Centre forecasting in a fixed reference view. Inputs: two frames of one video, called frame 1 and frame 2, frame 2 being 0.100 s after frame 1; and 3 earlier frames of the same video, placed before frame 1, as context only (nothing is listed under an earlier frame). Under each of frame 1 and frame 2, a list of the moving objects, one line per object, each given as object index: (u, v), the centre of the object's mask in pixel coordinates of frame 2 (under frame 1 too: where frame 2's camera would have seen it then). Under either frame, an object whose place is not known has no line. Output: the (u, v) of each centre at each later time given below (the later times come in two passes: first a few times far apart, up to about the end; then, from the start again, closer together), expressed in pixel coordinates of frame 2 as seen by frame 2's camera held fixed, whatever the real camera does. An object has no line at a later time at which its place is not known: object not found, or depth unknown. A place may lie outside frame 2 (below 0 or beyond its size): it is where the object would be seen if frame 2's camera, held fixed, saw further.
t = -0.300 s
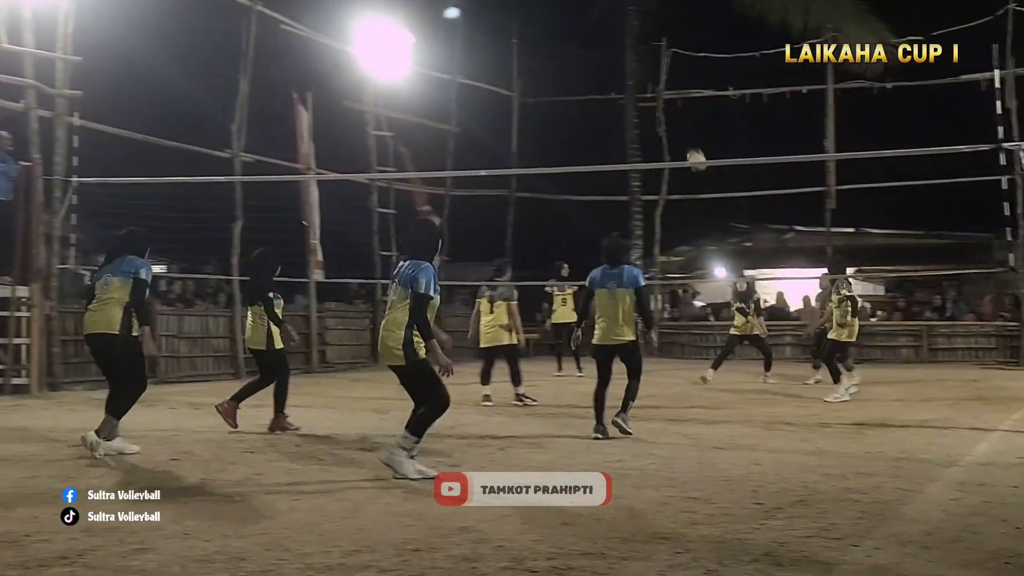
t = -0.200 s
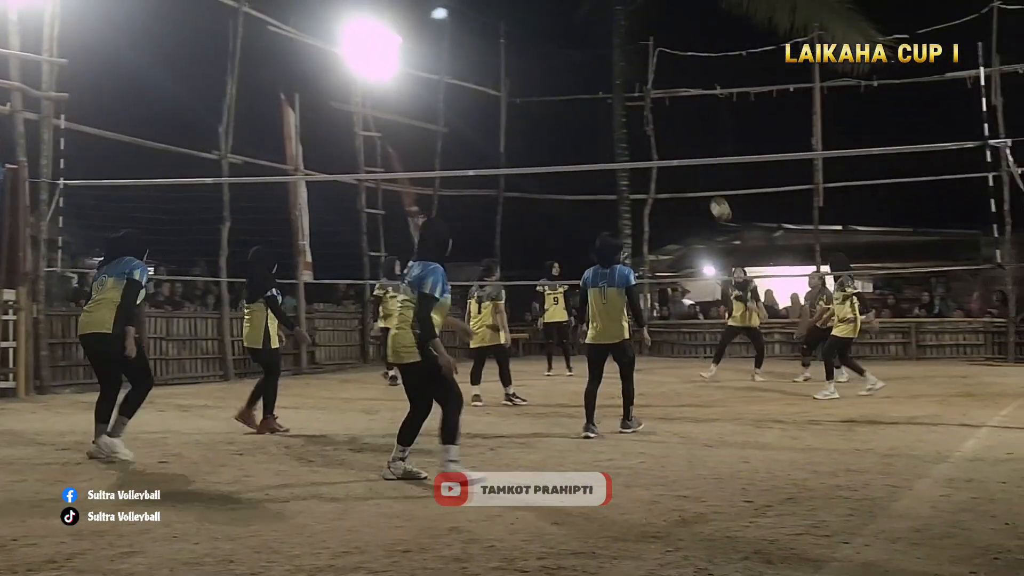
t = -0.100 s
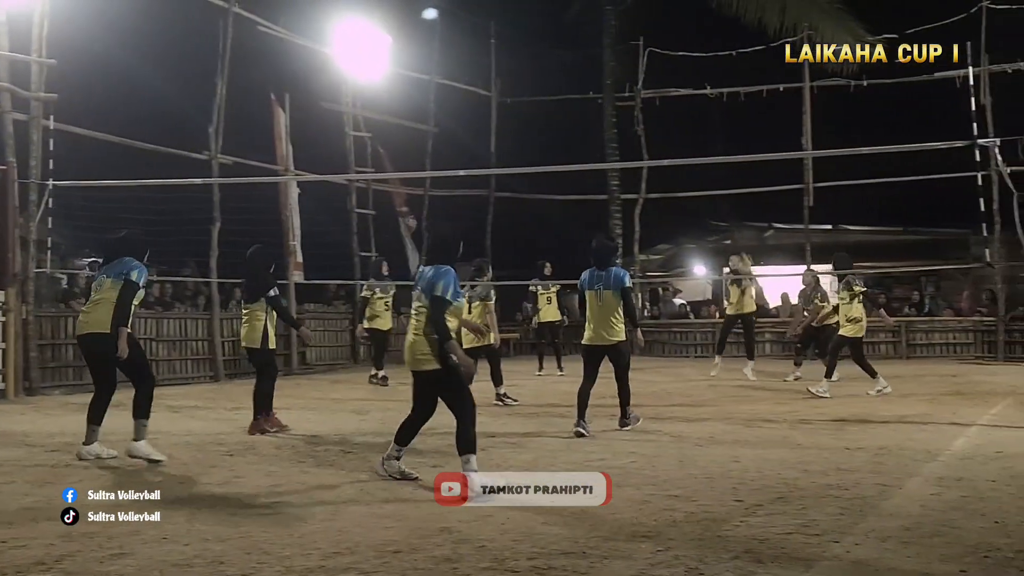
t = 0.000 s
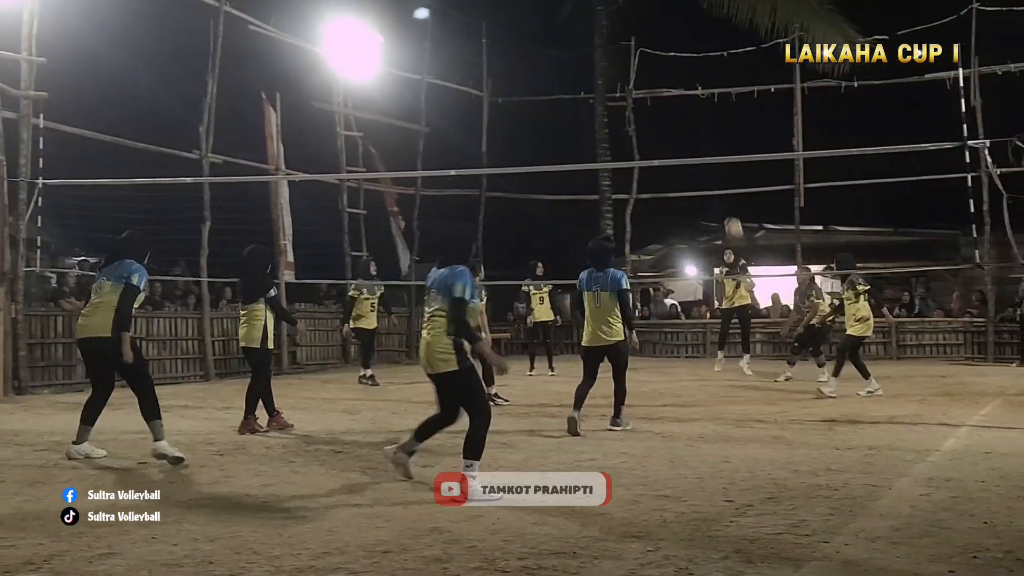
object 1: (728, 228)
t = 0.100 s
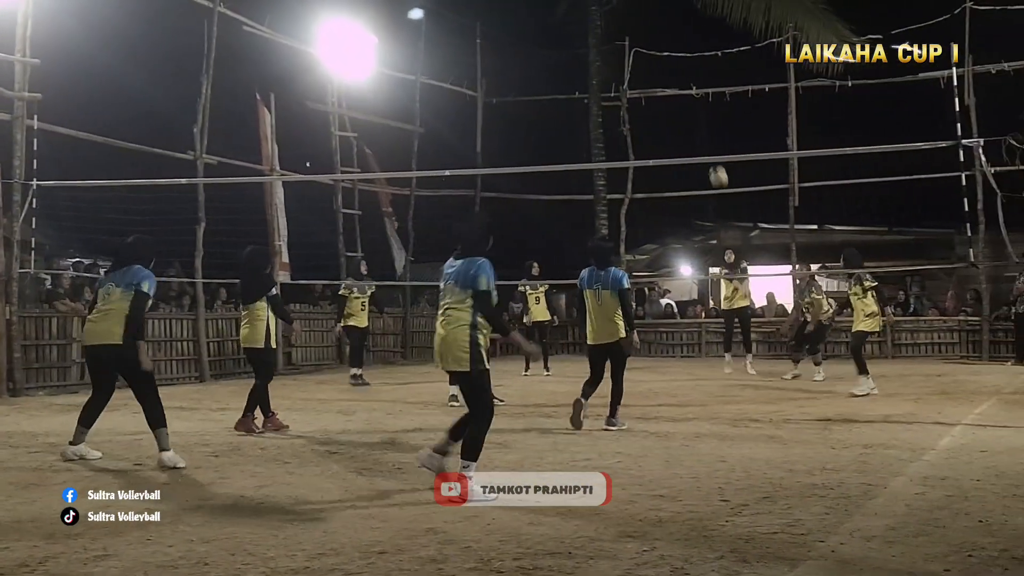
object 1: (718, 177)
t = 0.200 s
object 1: (708, 133)
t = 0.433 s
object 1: (685, 61)
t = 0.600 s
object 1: (668, 37)
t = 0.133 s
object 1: (715, 162)
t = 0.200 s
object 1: (708, 133)
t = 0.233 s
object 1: (705, 121)
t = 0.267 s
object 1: (702, 109)
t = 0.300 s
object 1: (698, 98)
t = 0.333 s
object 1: (695, 87)
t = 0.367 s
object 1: (692, 78)
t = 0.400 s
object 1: (688, 69)
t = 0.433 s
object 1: (685, 61)
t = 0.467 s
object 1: (681, 55)
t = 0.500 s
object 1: (678, 49)
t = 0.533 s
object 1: (675, 43)
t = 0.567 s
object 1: (671, 40)
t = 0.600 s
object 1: (668, 37)
